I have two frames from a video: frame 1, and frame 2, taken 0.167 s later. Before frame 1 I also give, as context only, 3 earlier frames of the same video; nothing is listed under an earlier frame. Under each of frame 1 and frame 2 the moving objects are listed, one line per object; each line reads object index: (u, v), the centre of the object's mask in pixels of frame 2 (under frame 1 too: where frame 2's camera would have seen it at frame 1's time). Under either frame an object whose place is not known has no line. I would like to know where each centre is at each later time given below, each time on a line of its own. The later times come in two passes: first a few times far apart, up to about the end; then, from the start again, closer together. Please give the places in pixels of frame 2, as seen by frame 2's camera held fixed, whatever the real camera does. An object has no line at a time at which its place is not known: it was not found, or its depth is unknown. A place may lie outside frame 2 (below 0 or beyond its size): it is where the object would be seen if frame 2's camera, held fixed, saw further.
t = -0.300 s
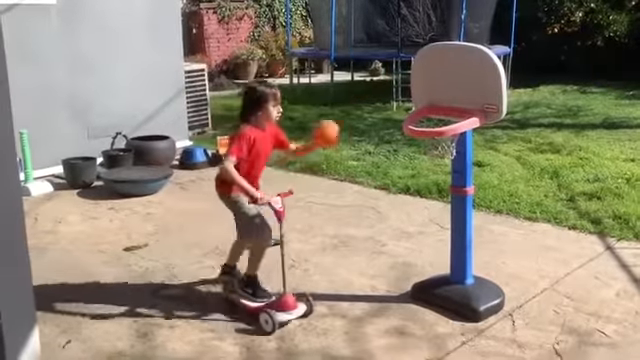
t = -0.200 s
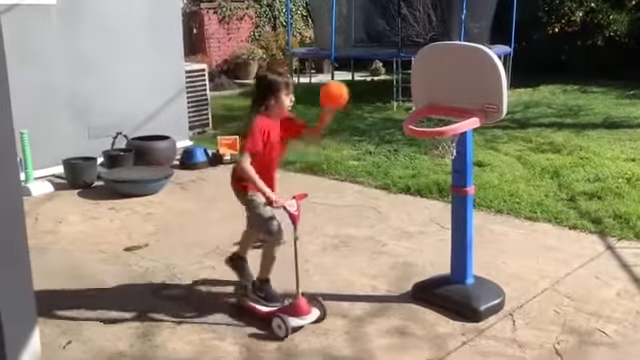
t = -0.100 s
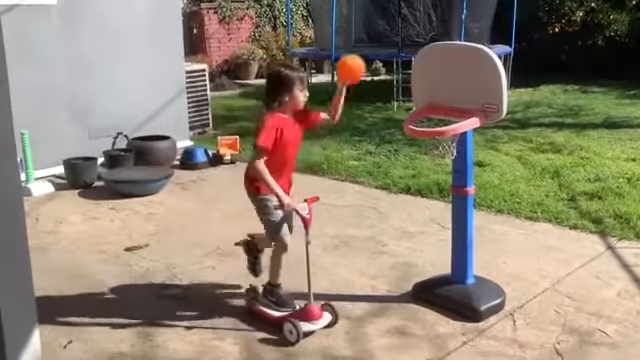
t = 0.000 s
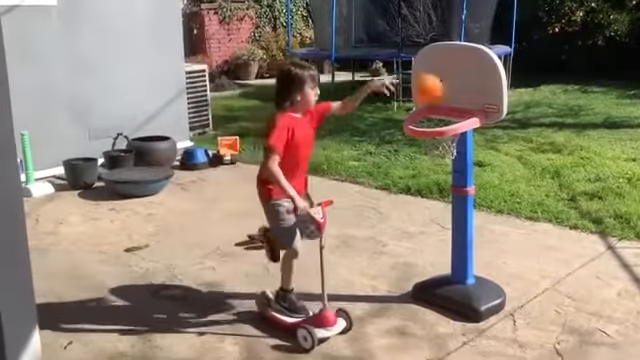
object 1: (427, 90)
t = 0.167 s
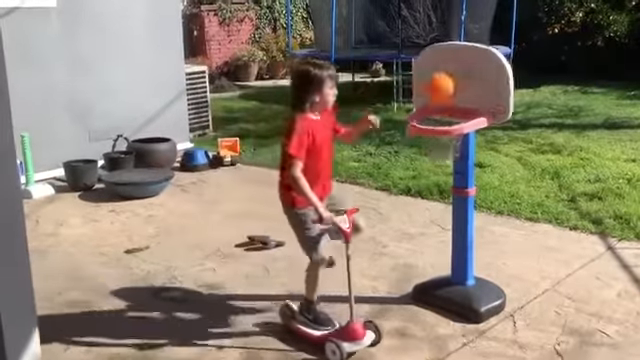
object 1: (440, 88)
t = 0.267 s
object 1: (412, 94)
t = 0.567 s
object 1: (333, 218)
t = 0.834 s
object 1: (287, 224)
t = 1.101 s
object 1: (248, 179)
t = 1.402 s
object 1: (211, 268)
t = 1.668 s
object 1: (164, 212)
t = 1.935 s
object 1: (127, 230)
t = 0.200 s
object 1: (431, 89)
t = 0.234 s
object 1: (422, 90)
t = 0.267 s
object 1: (412, 94)
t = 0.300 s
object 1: (402, 98)
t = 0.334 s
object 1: (394, 106)
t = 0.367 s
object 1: (386, 115)
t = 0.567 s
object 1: (333, 218)
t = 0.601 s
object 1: (328, 240)
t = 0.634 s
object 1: (321, 266)
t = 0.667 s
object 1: (314, 292)
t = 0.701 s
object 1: (309, 293)
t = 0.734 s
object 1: (302, 274)
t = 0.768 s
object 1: (298, 255)
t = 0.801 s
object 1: (293, 238)
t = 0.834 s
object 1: (287, 224)
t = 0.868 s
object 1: (281, 212)
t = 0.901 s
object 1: (276, 202)
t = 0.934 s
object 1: (270, 194)
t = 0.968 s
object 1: (266, 188)
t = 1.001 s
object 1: (261, 183)
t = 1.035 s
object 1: (257, 180)
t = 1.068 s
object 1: (253, 178)
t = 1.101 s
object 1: (248, 179)
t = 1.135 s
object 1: (243, 181)
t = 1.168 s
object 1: (238, 184)
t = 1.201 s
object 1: (234, 190)
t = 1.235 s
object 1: (230, 199)
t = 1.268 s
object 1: (226, 208)
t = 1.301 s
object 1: (221, 221)
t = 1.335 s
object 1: (217, 235)
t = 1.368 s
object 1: (214, 251)
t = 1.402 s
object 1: (211, 268)
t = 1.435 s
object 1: (208, 286)
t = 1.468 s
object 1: (202, 269)
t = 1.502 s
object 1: (196, 255)
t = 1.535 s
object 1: (190, 243)
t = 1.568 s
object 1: (183, 233)
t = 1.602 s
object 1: (177, 224)
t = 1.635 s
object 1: (171, 217)
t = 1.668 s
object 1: (164, 212)
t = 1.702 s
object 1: (159, 208)
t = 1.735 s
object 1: (153, 206)
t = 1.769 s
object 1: (148, 206)
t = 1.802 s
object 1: (143, 208)
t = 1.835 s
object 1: (139, 212)
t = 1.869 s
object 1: (134, 217)
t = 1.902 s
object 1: (130, 223)
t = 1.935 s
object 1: (127, 230)
